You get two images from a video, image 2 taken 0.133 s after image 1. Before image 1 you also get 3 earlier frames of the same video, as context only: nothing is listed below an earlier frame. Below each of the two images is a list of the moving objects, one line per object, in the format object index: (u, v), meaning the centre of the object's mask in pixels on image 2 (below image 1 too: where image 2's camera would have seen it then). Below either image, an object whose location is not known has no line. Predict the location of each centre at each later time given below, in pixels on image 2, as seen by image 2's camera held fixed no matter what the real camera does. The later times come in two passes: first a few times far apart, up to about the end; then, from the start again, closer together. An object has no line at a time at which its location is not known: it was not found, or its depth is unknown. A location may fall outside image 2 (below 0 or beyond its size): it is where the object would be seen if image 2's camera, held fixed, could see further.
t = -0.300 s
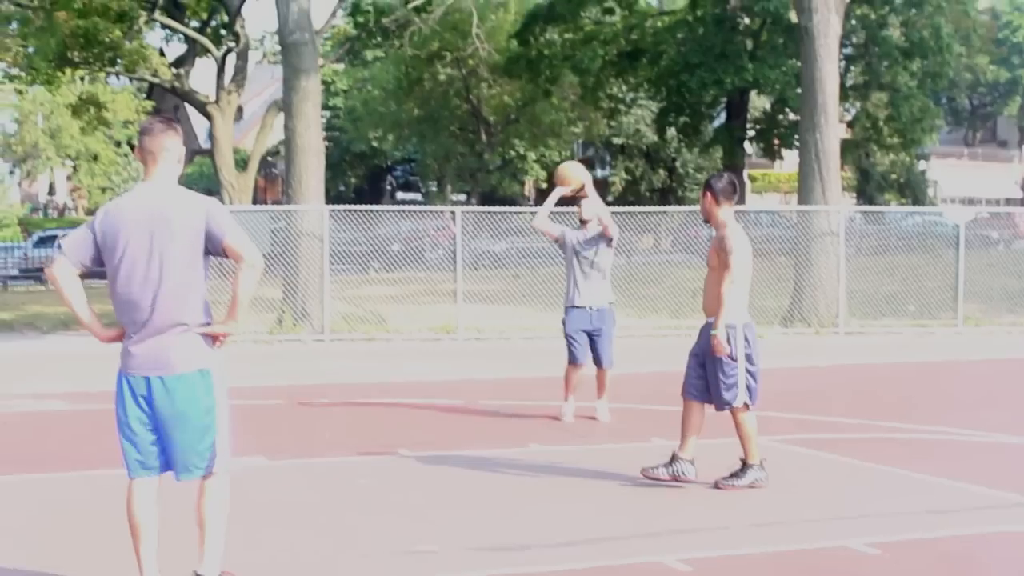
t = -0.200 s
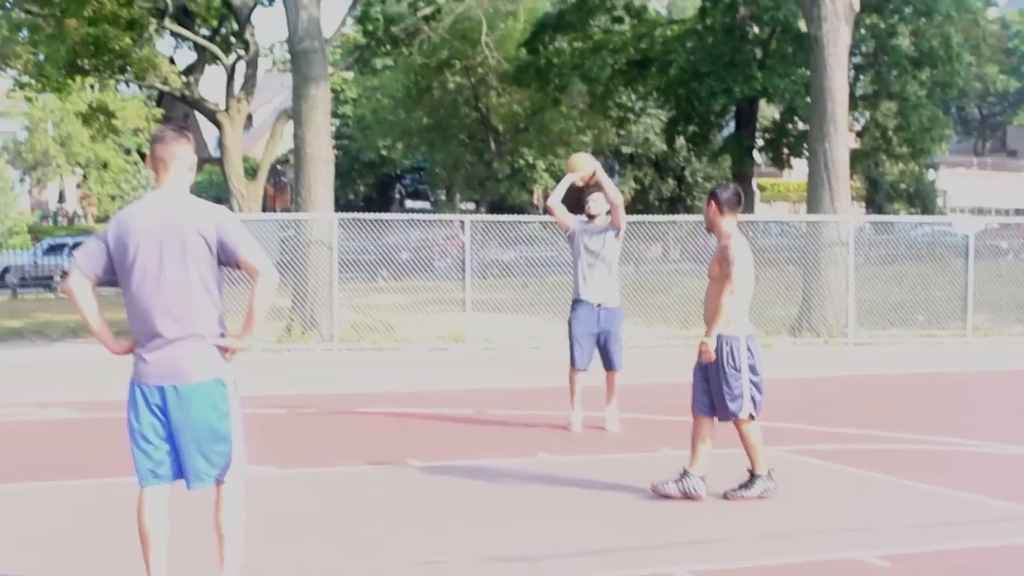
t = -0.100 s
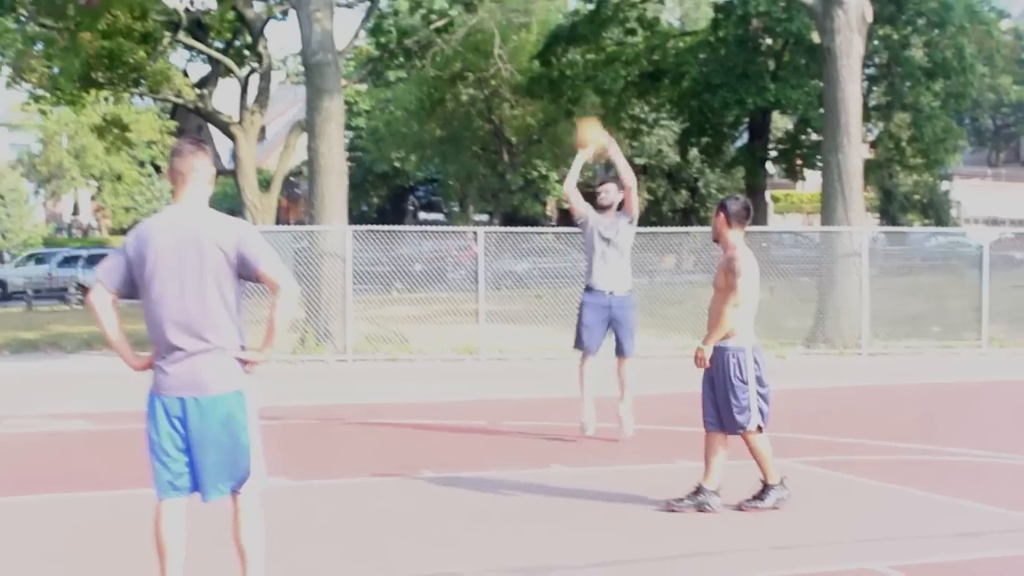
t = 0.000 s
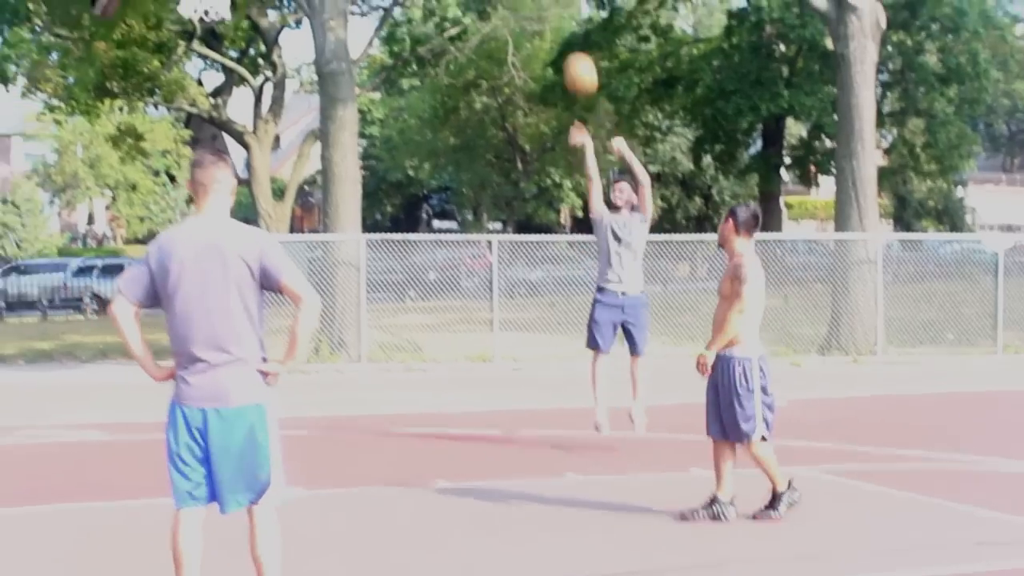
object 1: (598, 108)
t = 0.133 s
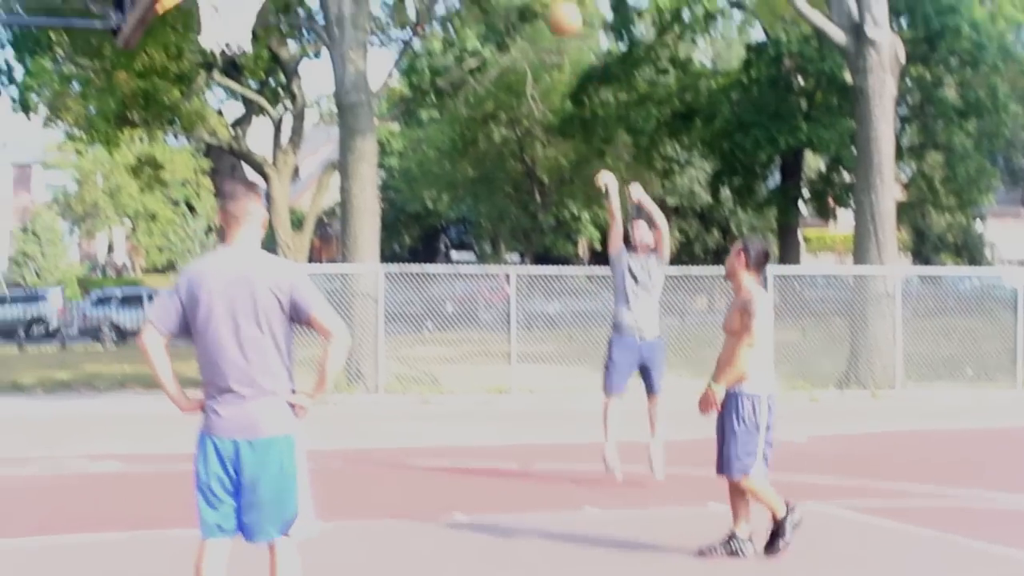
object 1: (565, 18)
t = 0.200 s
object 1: (546, -12)
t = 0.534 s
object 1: (439, -112)
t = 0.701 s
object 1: (378, -130)
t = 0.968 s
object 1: (292, -42)
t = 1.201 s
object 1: (415, -62)
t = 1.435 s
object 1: (518, 3)
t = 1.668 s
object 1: (603, 138)
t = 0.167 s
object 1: (556, 2)
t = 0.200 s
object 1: (546, -12)
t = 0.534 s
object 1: (439, -112)
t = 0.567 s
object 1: (428, -118)
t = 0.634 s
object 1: (404, -128)
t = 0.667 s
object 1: (392, -131)
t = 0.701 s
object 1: (378, -130)
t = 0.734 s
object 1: (365, -124)
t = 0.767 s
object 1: (350, -117)
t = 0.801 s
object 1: (335, -103)
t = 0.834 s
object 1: (319, -88)
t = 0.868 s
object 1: (303, -72)
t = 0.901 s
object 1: (288, -55)
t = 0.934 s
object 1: (278, -38)
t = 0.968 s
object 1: (292, -42)
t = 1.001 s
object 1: (308, -51)
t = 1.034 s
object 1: (328, -58)
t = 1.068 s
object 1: (346, -63)
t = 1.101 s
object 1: (366, -64)
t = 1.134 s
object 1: (382, -65)
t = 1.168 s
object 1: (399, -64)
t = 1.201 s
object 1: (415, -62)
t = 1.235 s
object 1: (430, -58)
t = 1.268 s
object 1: (446, -52)
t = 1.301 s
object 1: (461, -43)
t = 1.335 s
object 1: (476, -34)
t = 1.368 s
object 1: (488, -23)
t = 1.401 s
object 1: (504, -11)
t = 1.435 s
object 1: (518, 3)
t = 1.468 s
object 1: (530, 20)
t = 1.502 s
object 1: (543, 37)
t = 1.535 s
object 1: (556, 55)
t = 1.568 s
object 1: (569, 73)
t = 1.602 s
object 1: (581, 94)
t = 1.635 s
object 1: (592, 116)
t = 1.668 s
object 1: (603, 138)
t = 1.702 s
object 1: (615, 160)
